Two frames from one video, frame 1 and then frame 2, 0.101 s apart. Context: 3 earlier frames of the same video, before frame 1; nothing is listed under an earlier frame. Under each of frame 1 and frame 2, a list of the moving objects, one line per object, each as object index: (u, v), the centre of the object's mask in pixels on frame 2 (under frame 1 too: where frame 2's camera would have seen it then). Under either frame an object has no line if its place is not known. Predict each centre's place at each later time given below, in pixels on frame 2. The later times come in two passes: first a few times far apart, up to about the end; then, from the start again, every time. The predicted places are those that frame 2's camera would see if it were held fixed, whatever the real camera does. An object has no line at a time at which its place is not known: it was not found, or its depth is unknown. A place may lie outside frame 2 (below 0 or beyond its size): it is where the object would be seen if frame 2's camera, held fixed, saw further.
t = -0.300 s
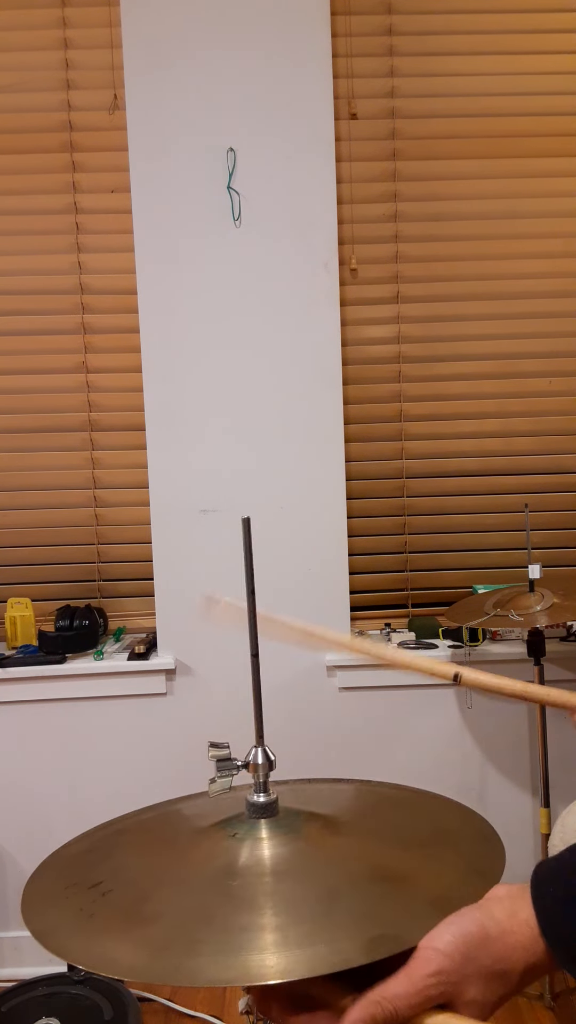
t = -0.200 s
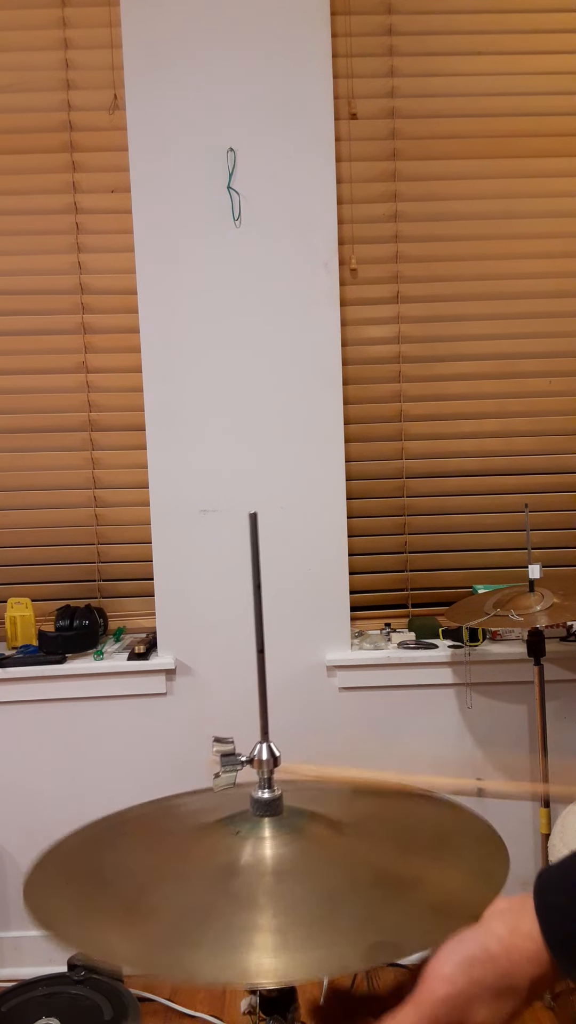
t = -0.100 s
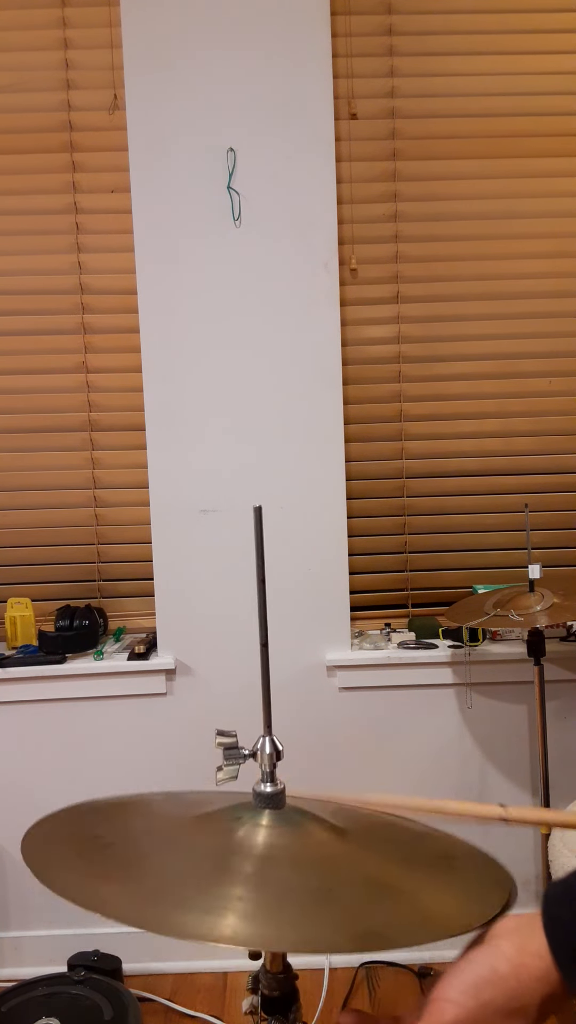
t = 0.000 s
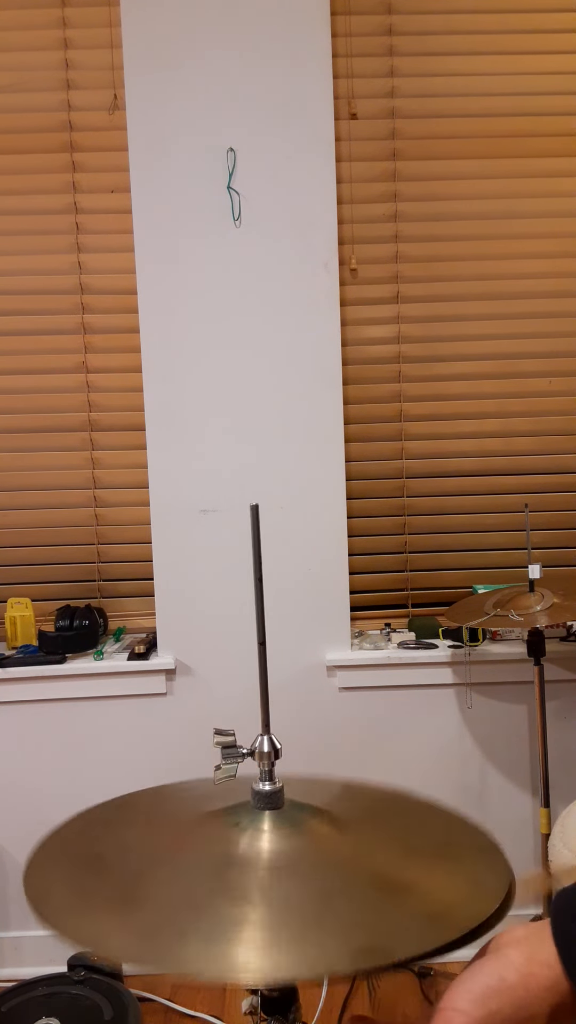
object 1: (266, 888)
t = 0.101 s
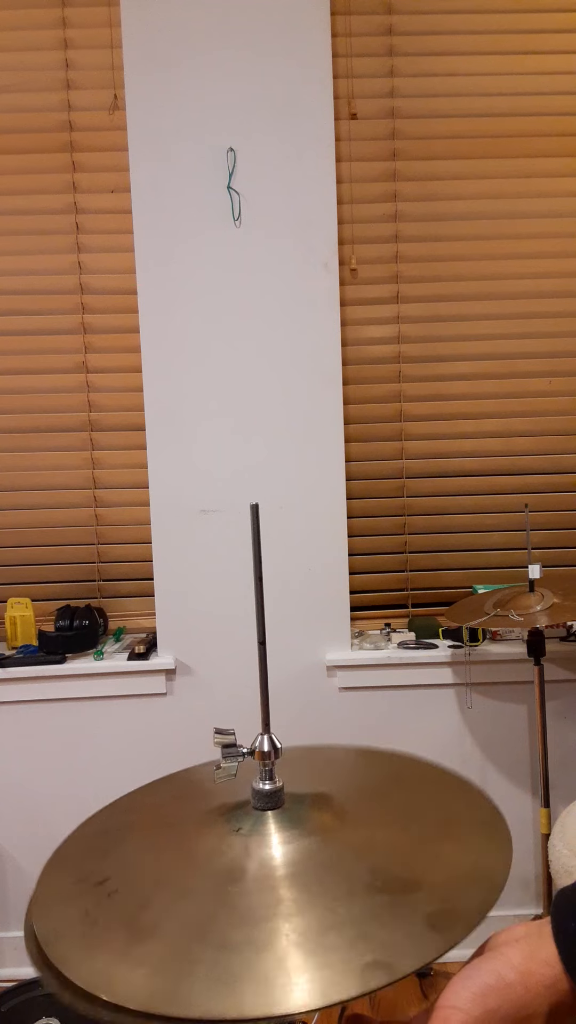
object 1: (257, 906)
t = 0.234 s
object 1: (259, 900)
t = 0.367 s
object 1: (264, 884)
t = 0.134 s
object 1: (257, 907)
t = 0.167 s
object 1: (257, 909)
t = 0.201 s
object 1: (257, 905)
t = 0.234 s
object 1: (259, 900)
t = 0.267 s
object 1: (261, 895)
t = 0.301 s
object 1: (264, 891)
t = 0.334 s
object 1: (263, 887)
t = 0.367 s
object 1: (264, 884)
